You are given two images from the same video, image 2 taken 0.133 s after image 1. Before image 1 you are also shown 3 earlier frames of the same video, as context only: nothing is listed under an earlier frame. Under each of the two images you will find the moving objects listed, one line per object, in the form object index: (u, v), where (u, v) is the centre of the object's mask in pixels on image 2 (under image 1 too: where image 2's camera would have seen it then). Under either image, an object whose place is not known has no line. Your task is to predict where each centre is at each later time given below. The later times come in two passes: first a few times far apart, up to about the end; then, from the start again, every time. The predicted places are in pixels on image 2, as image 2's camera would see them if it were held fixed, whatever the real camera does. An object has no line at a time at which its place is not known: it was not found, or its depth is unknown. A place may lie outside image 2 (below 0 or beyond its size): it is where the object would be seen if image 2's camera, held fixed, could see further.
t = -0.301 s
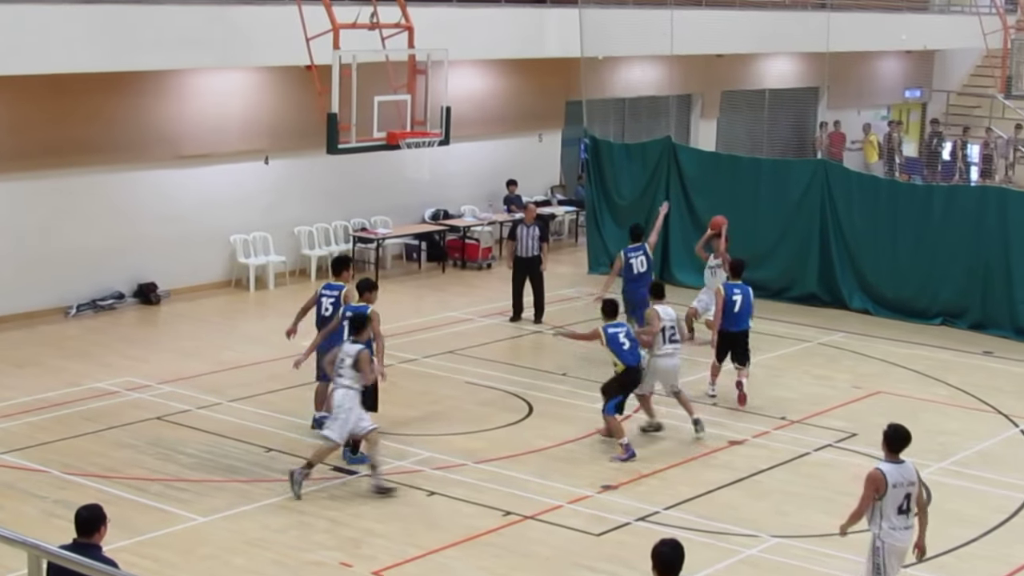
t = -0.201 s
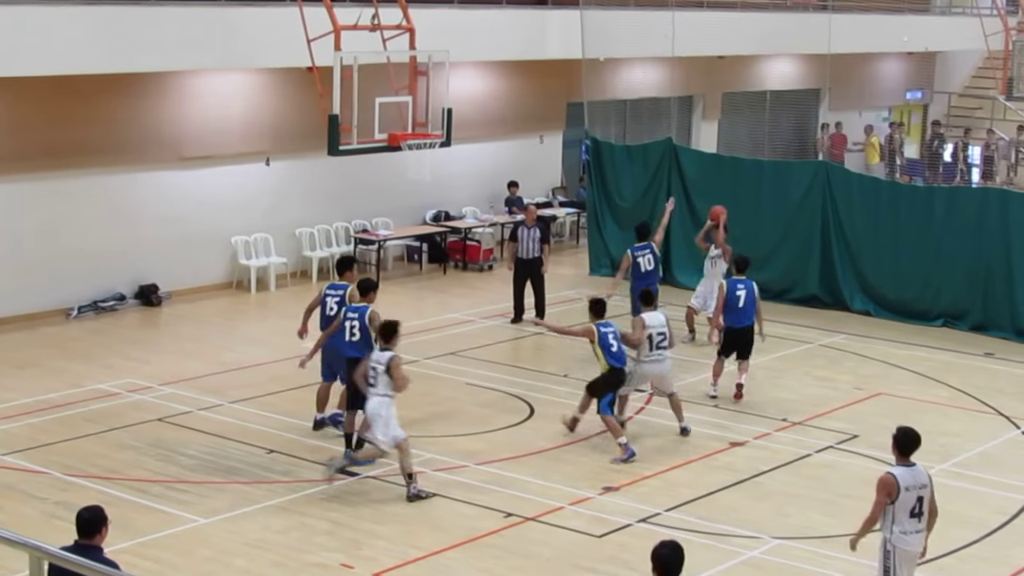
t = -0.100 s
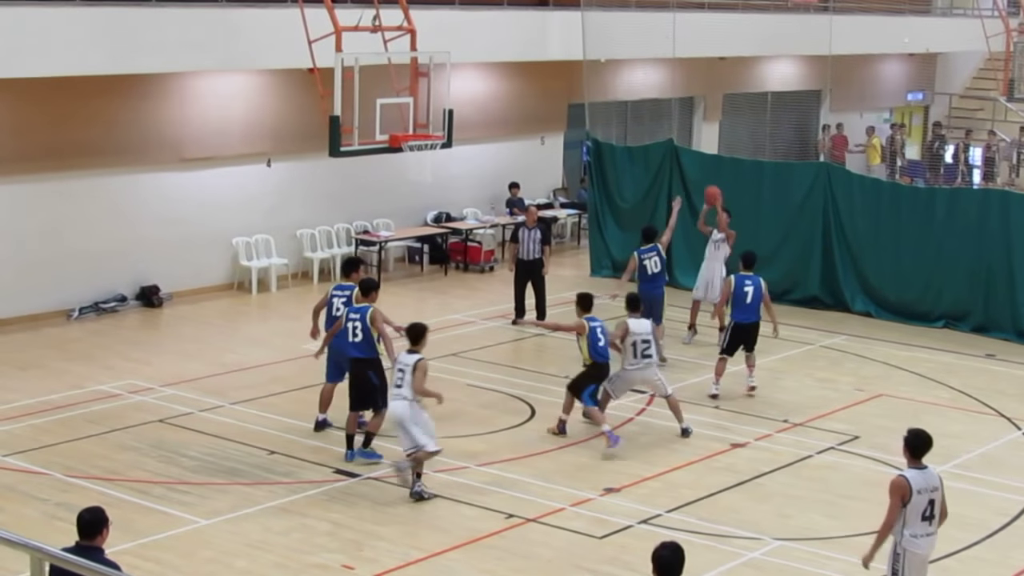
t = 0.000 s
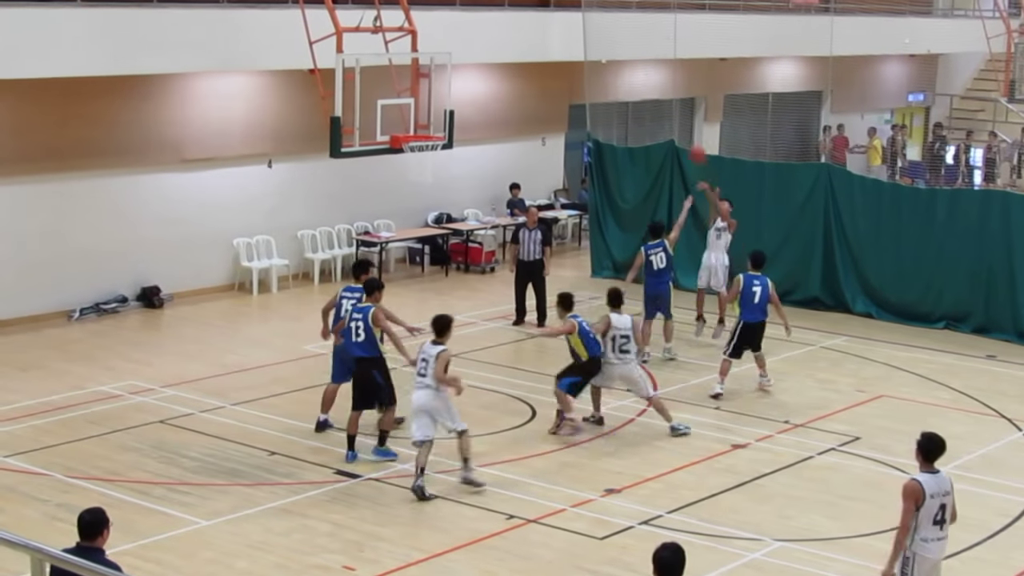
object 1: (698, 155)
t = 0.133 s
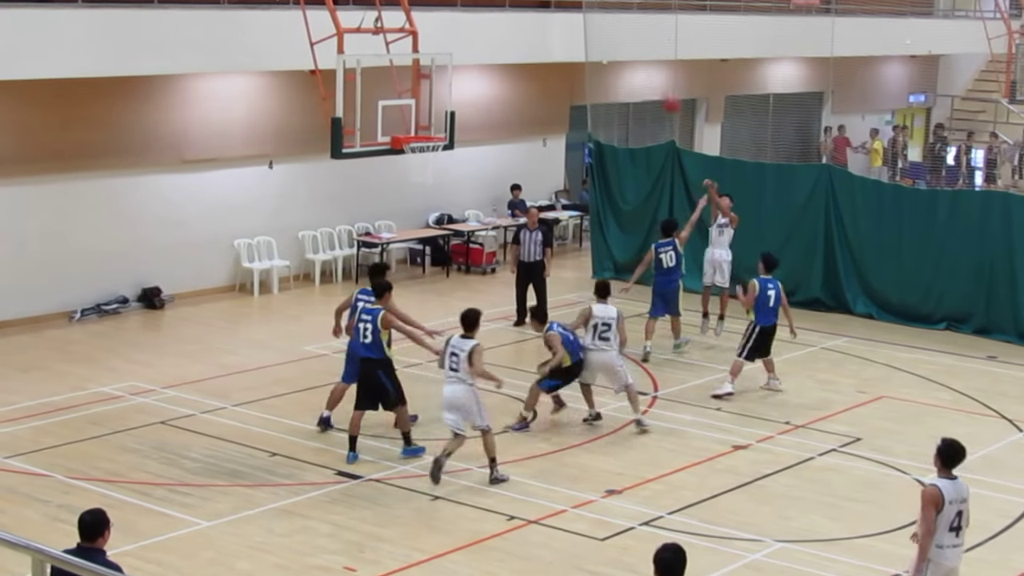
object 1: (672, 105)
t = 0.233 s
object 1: (649, 72)
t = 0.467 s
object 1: (596, 27)
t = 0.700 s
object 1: (537, 24)
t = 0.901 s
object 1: (482, 59)
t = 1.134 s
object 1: (414, 151)
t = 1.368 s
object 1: (387, 193)
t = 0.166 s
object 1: (664, 93)
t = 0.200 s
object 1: (657, 82)
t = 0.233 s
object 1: (649, 72)
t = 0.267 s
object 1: (642, 63)
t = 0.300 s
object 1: (635, 55)
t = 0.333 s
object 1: (627, 47)
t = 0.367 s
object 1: (620, 41)
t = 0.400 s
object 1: (612, 35)
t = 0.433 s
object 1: (604, 31)
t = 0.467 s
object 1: (596, 27)
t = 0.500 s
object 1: (588, 23)
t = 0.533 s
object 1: (580, 21)
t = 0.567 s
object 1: (572, 20)
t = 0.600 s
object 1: (563, 19)
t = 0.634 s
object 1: (554, 20)
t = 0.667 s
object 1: (546, 21)
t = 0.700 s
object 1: (537, 24)
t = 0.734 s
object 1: (528, 27)
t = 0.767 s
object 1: (519, 31)
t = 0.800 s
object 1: (510, 36)
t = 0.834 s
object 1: (501, 43)
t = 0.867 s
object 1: (491, 50)
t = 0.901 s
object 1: (482, 59)
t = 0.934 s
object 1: (473, 68)
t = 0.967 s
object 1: (463, 78)
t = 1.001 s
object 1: (454, 90)
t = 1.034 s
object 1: (444, 102)
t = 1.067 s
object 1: (434, 117)
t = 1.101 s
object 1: (425, 131)
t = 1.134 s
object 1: (414, 151)
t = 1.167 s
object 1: (406, 158)
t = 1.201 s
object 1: (402, 163)
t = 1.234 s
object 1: (399, 168)
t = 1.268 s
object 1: (396, 173)
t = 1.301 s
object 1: (393, 178)
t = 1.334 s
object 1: (390, 185)
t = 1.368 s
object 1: (387, 193)
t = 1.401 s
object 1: (384, 202)
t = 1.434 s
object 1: (381, 212)
